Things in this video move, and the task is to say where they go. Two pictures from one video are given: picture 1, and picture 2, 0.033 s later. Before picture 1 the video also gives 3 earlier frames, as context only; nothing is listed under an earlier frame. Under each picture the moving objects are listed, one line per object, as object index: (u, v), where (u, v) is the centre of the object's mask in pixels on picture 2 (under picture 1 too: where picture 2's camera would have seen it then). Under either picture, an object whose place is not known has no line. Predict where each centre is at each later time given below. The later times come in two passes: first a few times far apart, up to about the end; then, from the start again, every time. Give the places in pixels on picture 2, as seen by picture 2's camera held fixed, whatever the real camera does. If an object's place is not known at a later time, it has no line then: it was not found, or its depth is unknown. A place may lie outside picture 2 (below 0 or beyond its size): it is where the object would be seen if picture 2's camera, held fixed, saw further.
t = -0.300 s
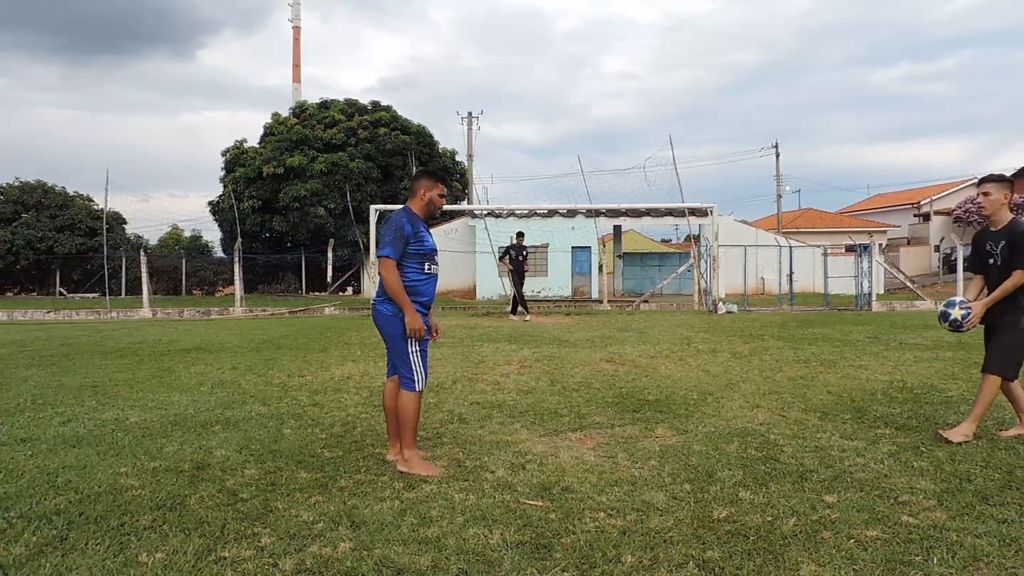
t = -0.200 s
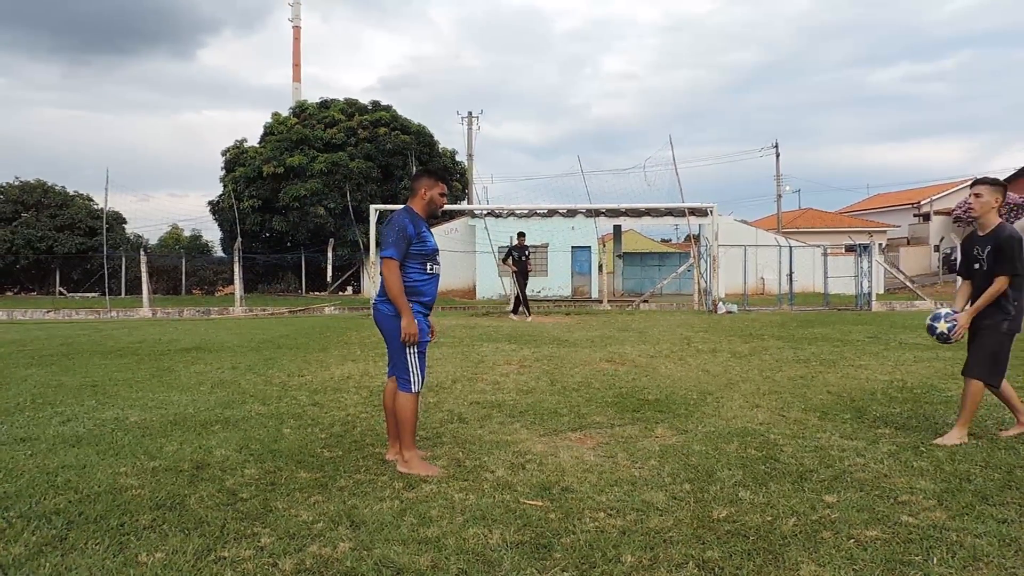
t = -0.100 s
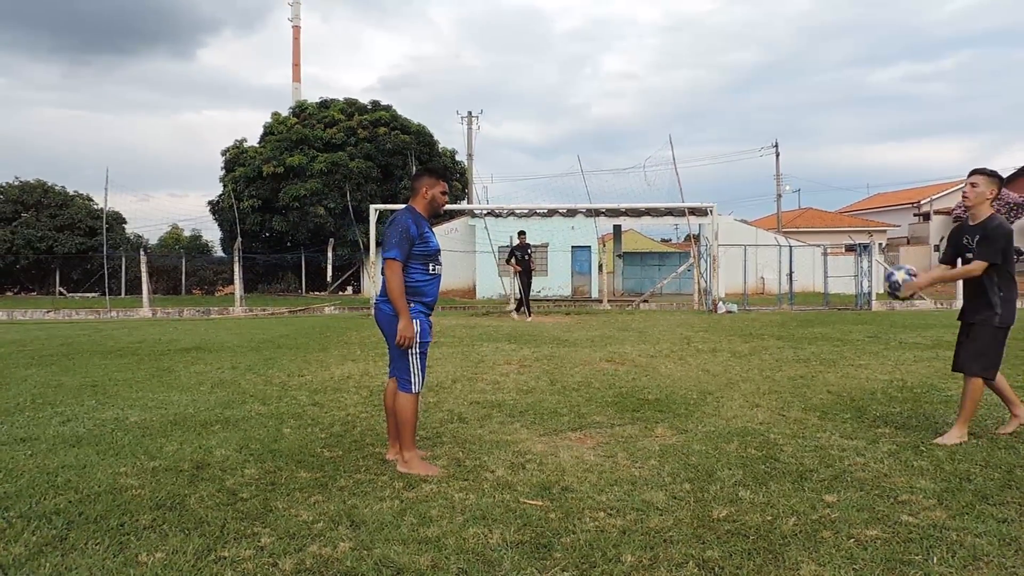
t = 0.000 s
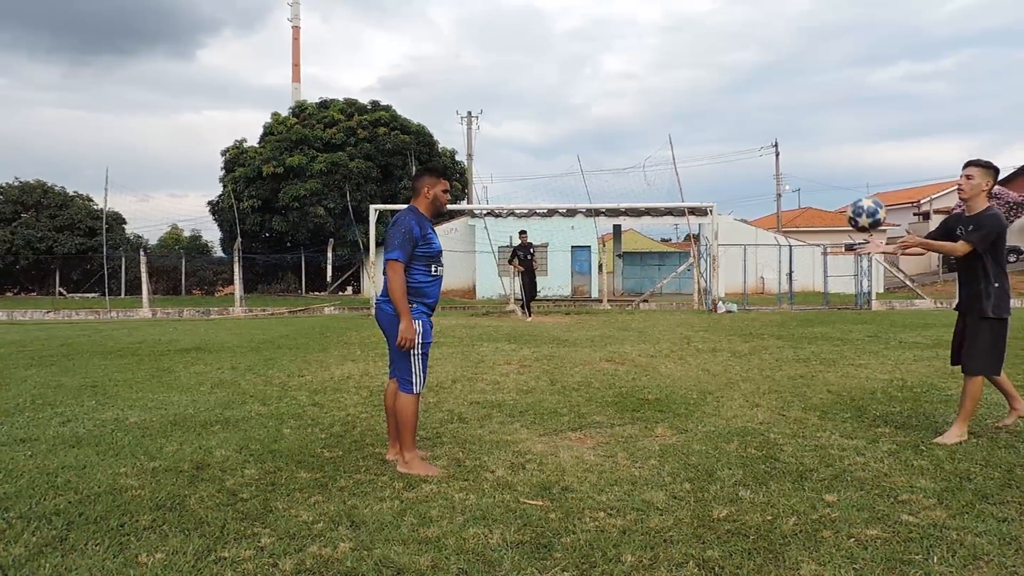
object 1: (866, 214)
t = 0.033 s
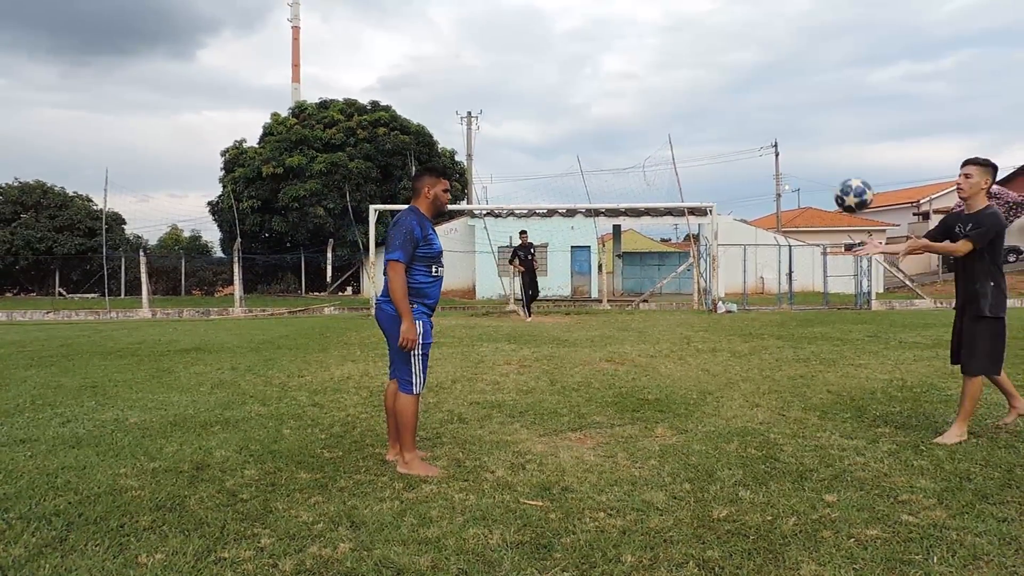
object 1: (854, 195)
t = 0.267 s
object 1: (769, 110)
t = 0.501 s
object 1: (682, 115)
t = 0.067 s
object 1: (842, 178)
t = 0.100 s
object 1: (830, 162)
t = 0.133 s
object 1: (818, 148)
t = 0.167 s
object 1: (805, 136)
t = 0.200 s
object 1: (793, 126)
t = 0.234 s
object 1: (781, 117)
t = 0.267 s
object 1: (769, 110)
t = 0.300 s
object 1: (756, 105)
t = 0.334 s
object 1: (744, 102)
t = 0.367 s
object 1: (732, 101)
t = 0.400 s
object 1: (719, 101)
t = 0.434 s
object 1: (707, 104)
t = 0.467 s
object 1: (694, 109)
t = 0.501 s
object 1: (682, 115)
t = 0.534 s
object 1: (669, 124)
